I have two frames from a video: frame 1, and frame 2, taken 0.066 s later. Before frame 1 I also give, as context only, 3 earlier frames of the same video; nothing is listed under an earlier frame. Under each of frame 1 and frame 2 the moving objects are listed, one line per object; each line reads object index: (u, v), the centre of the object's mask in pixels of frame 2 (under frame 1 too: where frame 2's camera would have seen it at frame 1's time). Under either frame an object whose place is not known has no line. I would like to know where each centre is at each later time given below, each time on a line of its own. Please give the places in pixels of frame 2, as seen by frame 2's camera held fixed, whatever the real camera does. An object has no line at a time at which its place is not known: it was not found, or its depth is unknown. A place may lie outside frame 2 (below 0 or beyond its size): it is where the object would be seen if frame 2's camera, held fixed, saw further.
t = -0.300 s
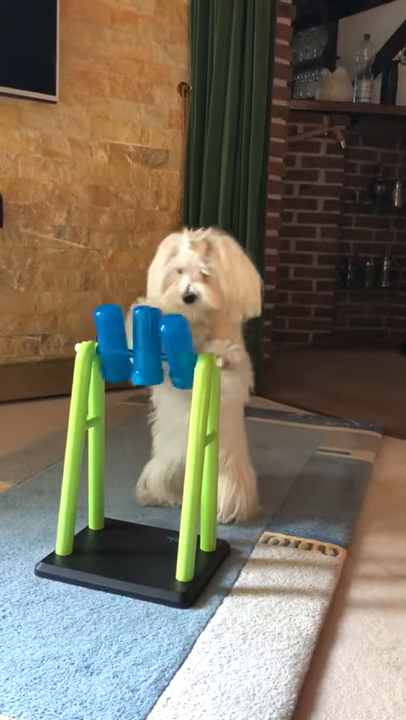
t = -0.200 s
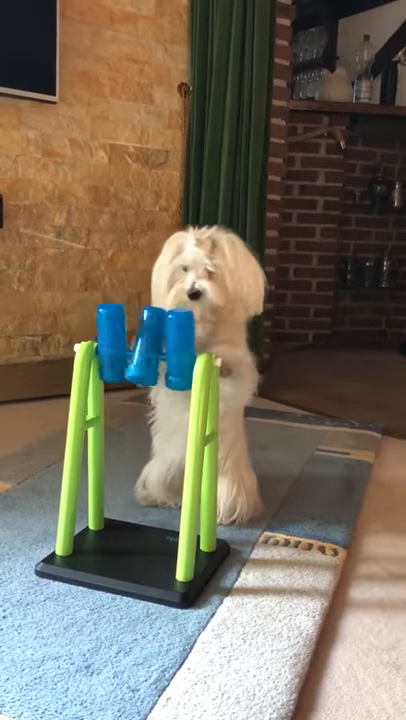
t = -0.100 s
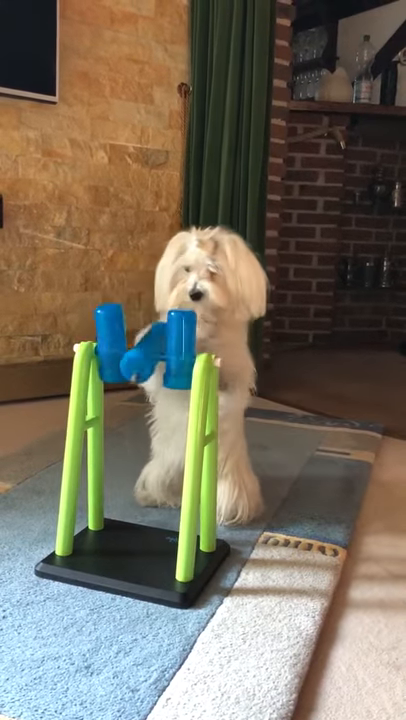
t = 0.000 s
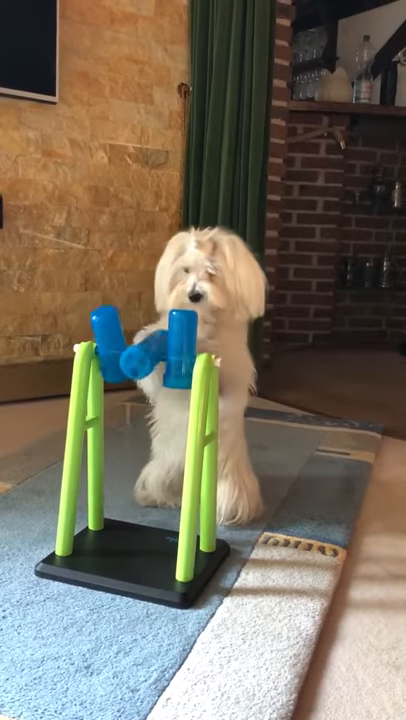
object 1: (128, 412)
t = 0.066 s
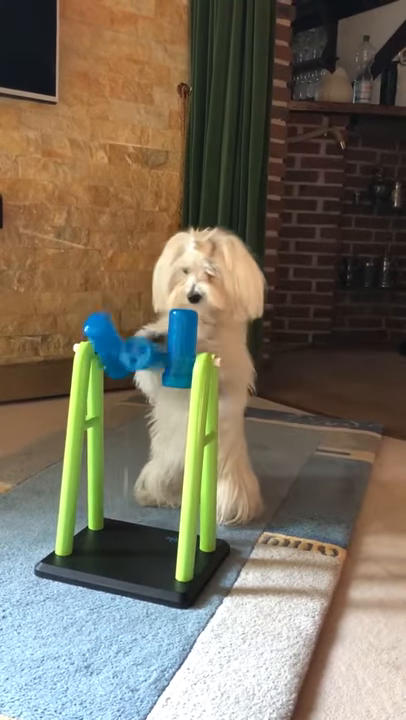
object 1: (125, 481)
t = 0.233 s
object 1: (112, 623)
